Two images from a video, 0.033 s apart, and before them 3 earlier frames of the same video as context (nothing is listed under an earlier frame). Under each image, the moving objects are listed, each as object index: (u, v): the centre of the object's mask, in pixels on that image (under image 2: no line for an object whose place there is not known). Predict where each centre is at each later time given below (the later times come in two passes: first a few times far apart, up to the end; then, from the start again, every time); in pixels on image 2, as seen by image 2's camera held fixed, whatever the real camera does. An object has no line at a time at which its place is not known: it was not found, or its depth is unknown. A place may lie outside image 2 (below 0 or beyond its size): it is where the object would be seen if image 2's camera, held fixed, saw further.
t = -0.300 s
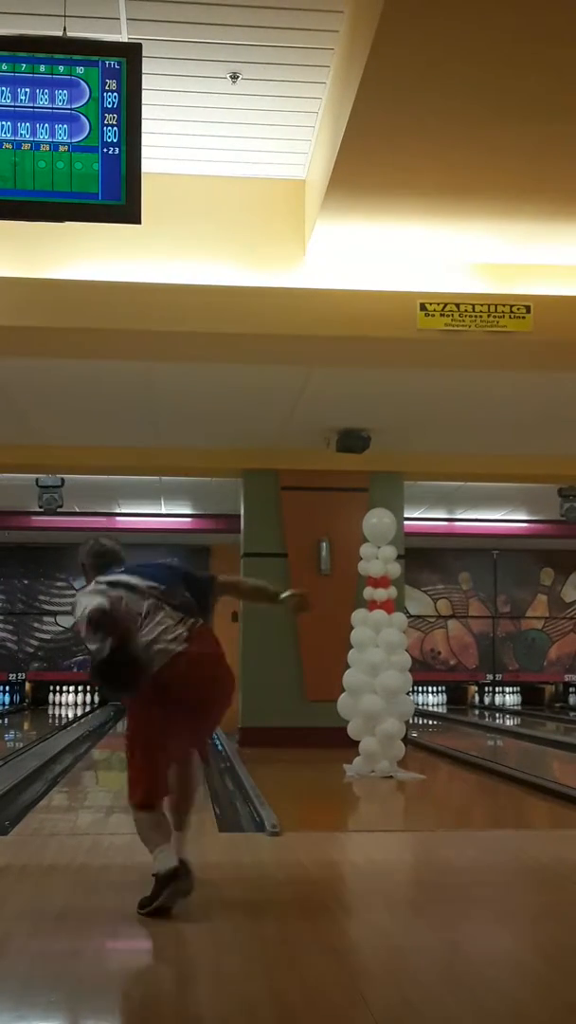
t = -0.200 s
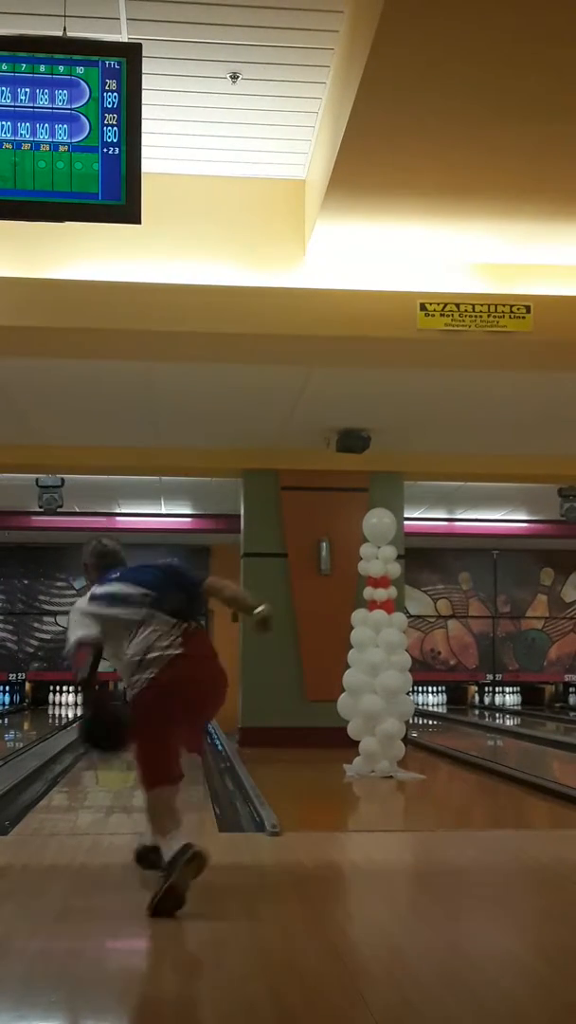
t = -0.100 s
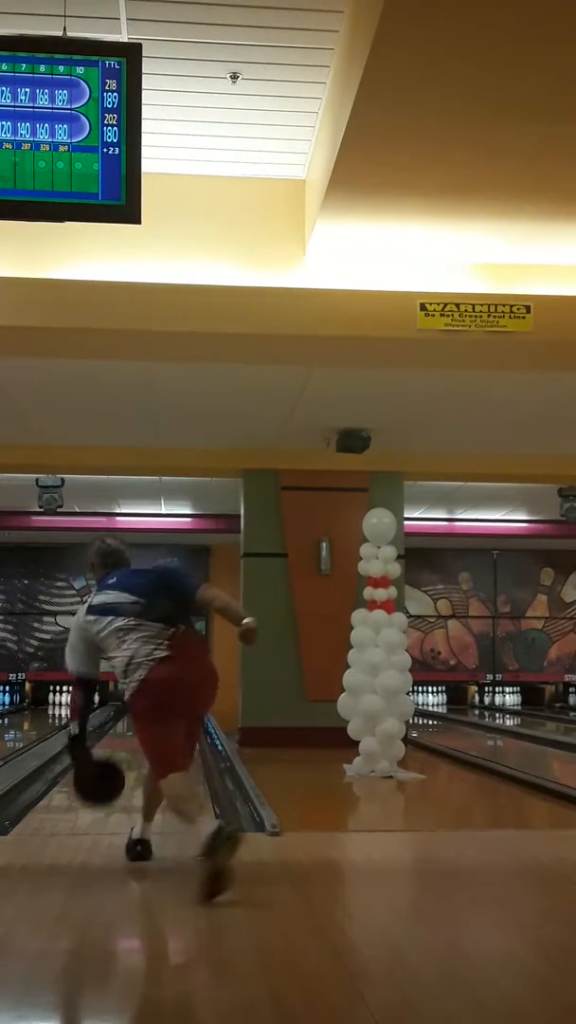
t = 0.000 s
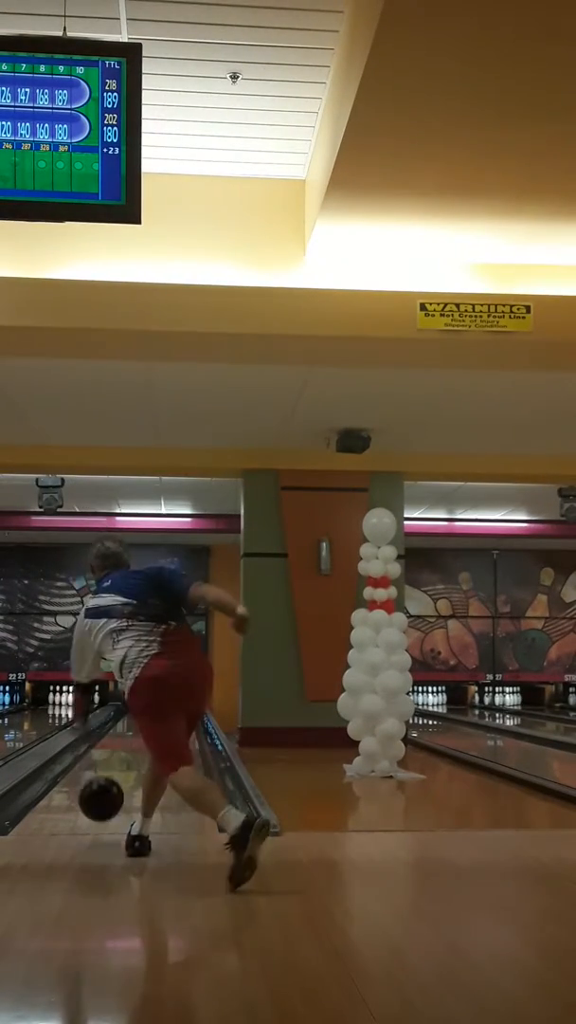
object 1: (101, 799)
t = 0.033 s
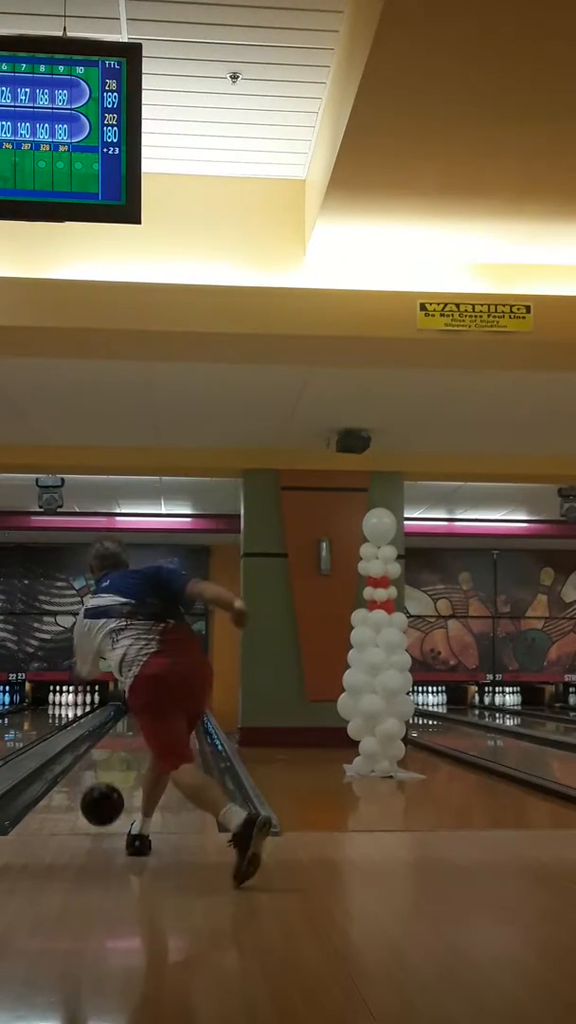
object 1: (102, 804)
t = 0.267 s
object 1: (110, 779)
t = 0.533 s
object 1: (116, 755)
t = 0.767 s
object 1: (120, 741)
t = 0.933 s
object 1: (122, 733)
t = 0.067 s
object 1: (103, 806)
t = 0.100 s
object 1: (105, 796)
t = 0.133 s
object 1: (106, 790)
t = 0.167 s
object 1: (107, 786)
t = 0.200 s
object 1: (108, 784)
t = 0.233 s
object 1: (109, 783)
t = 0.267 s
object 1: (110, 779)
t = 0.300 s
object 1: (111, 776)
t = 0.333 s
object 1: (112, 772)
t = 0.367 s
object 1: (113, 769)
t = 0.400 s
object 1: (113, 766)
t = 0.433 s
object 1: (114, 763)
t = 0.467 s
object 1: (115, 760)
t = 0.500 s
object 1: (115, 758)
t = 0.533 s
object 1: (116, 755)
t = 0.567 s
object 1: (117, 753)
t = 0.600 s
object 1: (117, 751)
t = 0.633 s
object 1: (118, 749)
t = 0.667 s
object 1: (118, 747)
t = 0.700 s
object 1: (119, 745)
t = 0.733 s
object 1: (119, 743)
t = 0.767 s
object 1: (120, 741)
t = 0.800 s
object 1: (120, 740)
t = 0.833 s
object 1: (121, 738)
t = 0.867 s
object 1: (121, 737)
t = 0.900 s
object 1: (121, 735)
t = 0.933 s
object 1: (122, 733)
